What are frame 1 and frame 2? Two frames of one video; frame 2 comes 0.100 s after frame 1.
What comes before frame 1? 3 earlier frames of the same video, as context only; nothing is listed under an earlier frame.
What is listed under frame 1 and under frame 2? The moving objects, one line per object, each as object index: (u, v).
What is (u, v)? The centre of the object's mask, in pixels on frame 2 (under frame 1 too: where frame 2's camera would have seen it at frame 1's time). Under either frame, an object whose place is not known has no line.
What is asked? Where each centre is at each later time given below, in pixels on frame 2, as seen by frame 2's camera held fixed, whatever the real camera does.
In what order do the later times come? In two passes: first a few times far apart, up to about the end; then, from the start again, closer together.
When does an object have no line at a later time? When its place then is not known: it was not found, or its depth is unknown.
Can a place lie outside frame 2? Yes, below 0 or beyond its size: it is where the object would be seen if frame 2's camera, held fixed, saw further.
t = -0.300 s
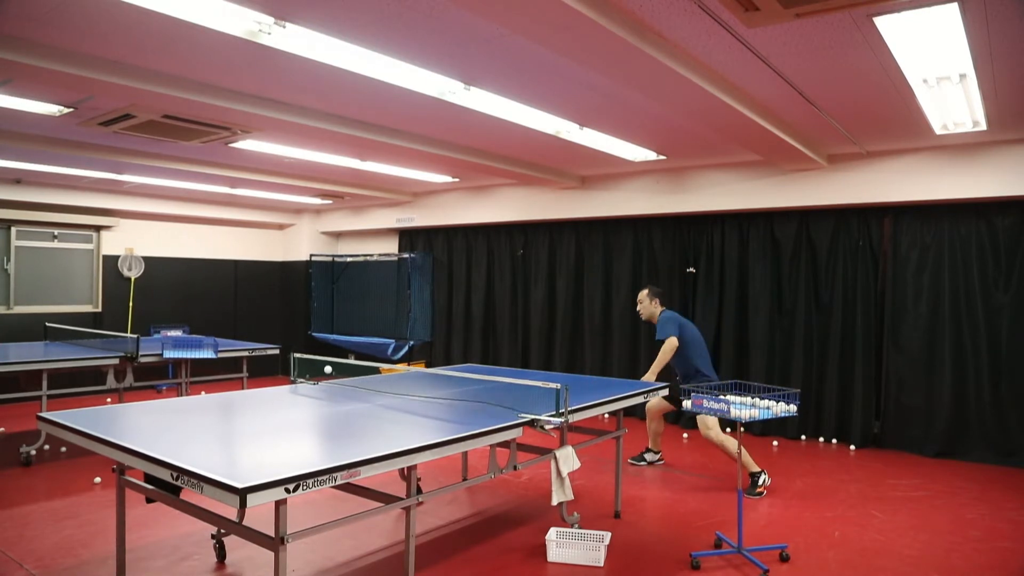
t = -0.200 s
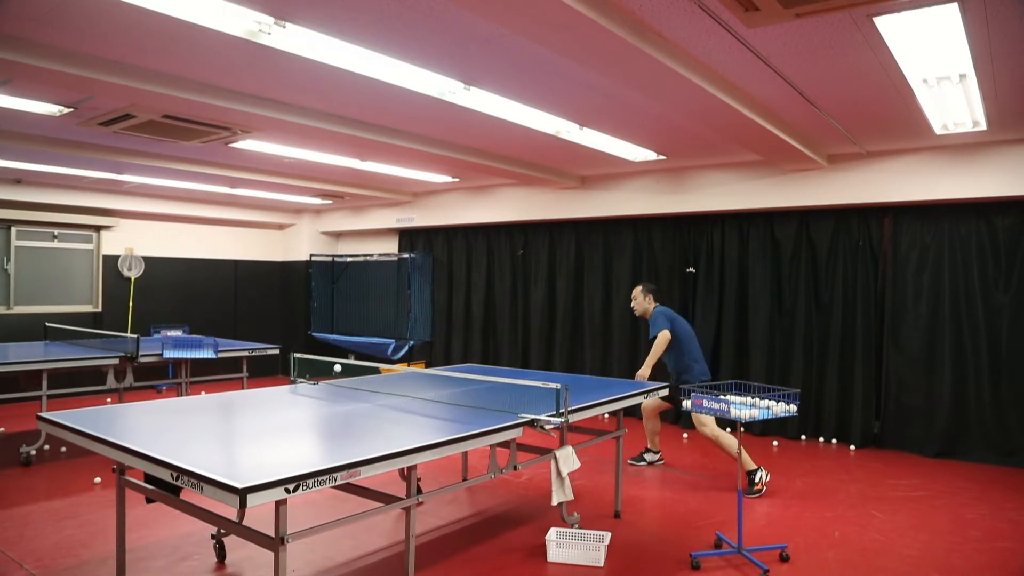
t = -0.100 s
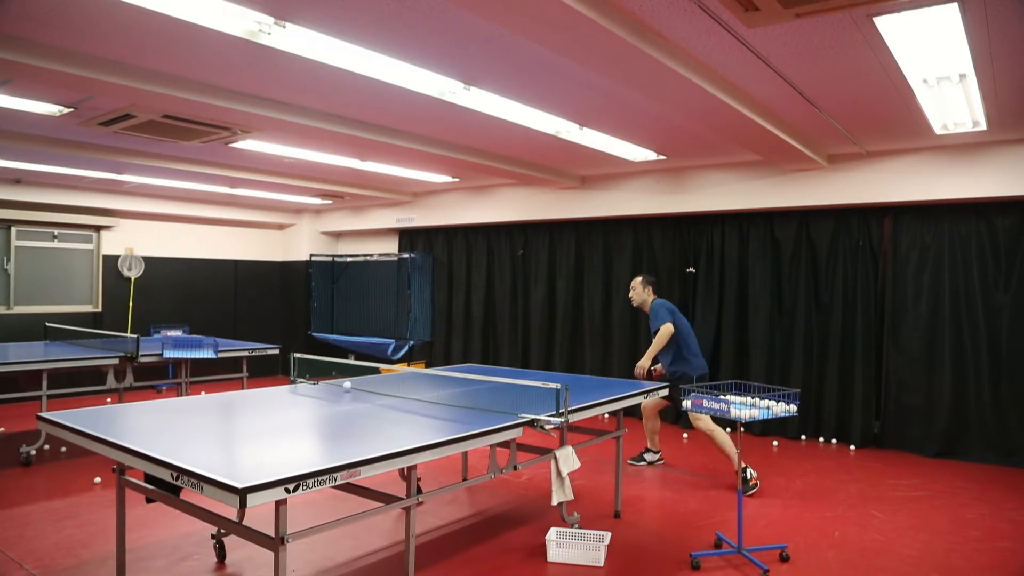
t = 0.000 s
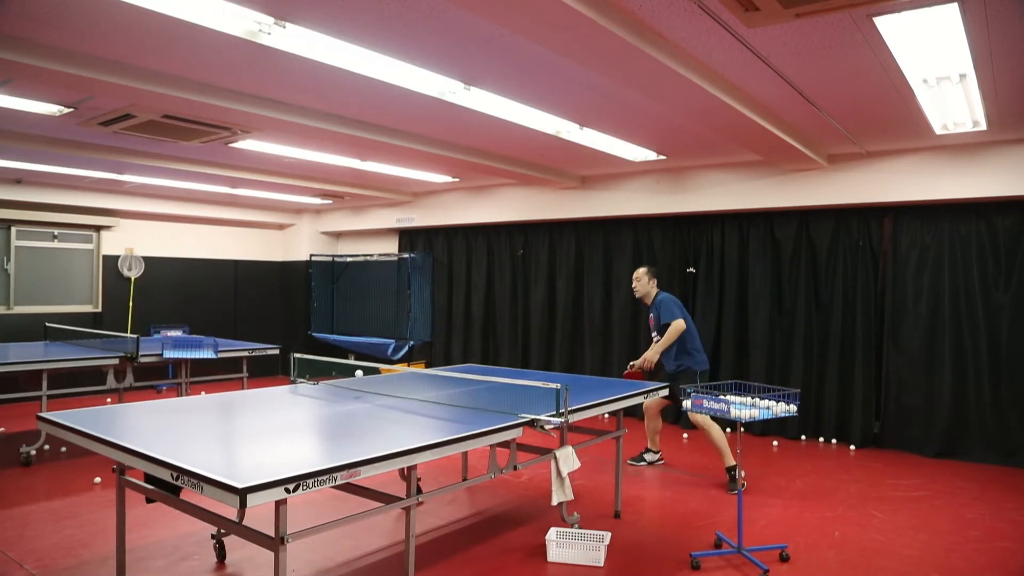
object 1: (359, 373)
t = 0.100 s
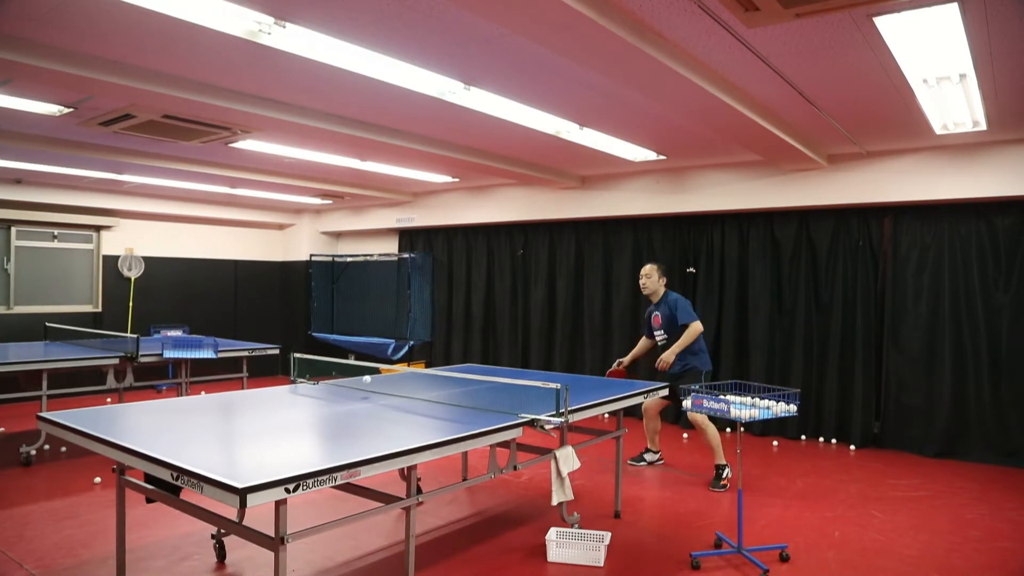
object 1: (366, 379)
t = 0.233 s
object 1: (380, 379)
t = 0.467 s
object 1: (403, 385)
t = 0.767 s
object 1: (433, 396)
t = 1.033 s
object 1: (462, 397)
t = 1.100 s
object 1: (469, 401)
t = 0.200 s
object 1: (376, 382)
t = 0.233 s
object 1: (380, 379)
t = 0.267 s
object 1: (383, 378)
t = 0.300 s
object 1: (387, 379)
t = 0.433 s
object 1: (400, 387)
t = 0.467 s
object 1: (403, 385)
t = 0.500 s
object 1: (407, 384)
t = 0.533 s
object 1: (409, 387)
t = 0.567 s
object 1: (413, 391)
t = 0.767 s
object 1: (433, 396)
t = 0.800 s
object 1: (436, 398)
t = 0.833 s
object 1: (440, 394)
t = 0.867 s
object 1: (444, 393)
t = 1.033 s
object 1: (462, 397)
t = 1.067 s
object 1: (466, 398)
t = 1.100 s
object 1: (469, 401)
